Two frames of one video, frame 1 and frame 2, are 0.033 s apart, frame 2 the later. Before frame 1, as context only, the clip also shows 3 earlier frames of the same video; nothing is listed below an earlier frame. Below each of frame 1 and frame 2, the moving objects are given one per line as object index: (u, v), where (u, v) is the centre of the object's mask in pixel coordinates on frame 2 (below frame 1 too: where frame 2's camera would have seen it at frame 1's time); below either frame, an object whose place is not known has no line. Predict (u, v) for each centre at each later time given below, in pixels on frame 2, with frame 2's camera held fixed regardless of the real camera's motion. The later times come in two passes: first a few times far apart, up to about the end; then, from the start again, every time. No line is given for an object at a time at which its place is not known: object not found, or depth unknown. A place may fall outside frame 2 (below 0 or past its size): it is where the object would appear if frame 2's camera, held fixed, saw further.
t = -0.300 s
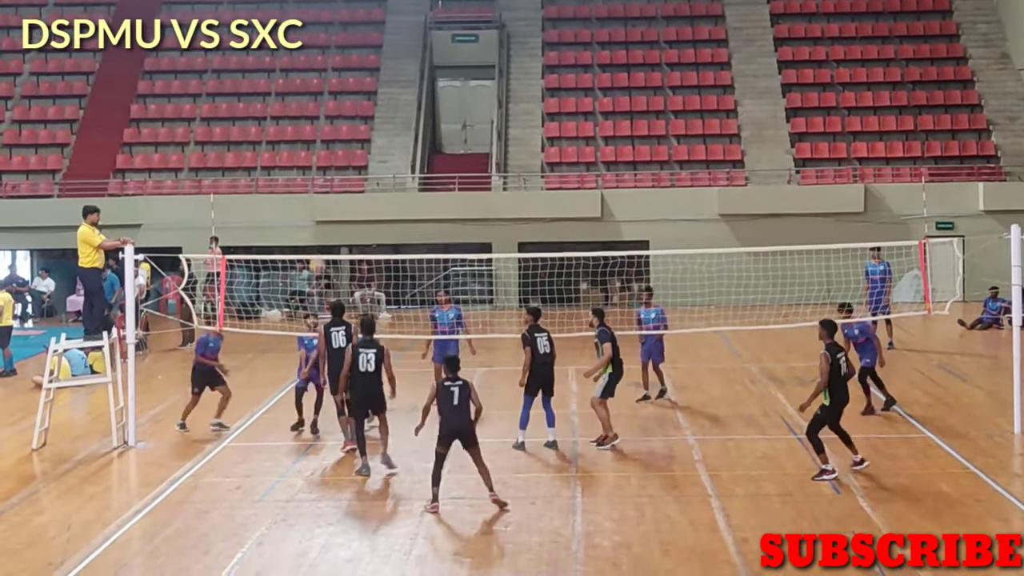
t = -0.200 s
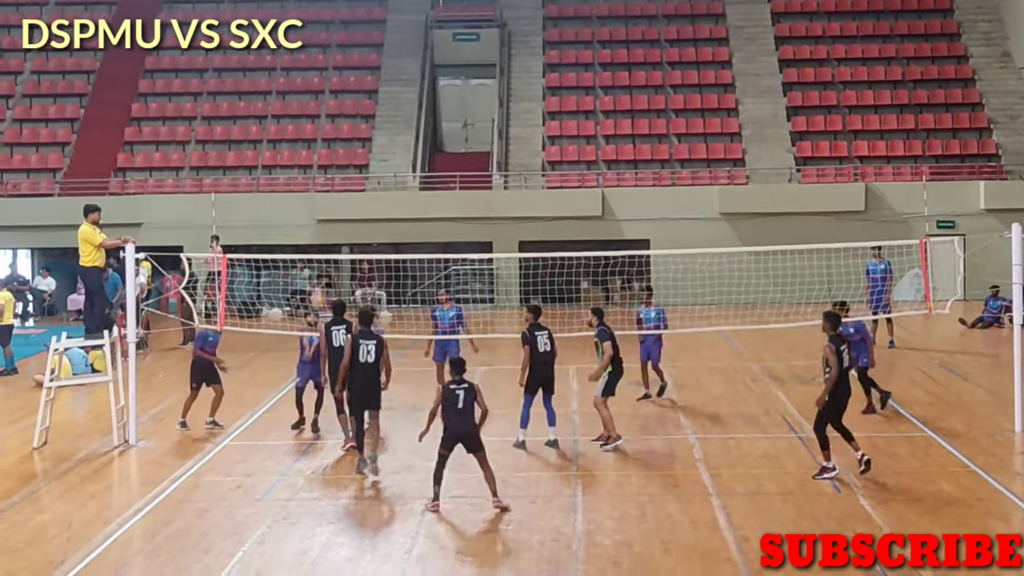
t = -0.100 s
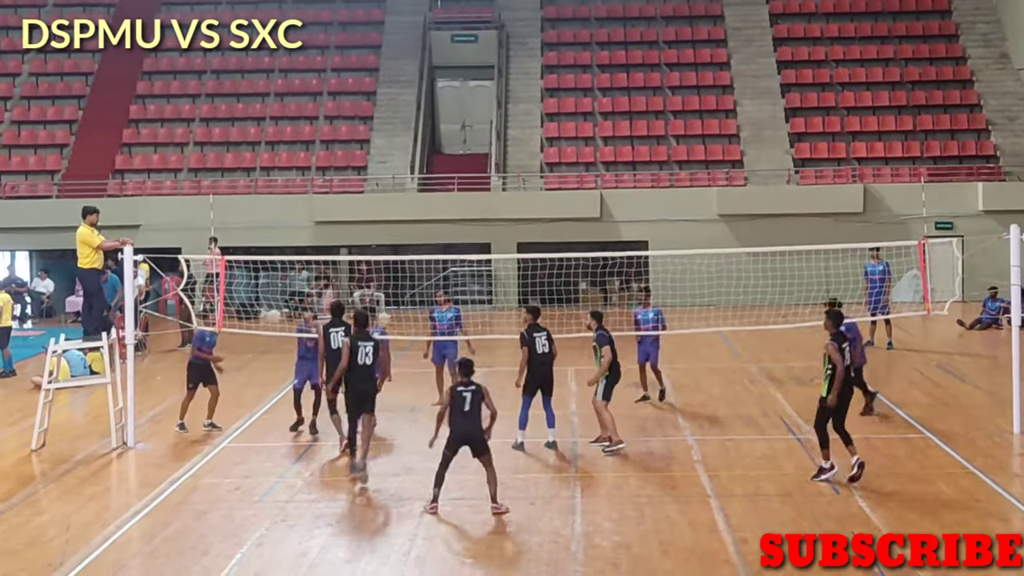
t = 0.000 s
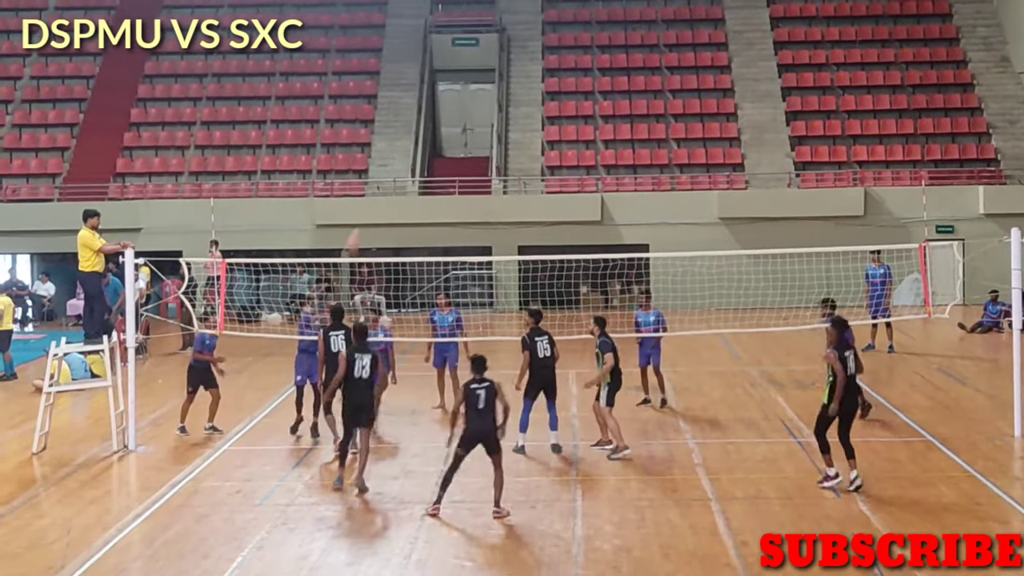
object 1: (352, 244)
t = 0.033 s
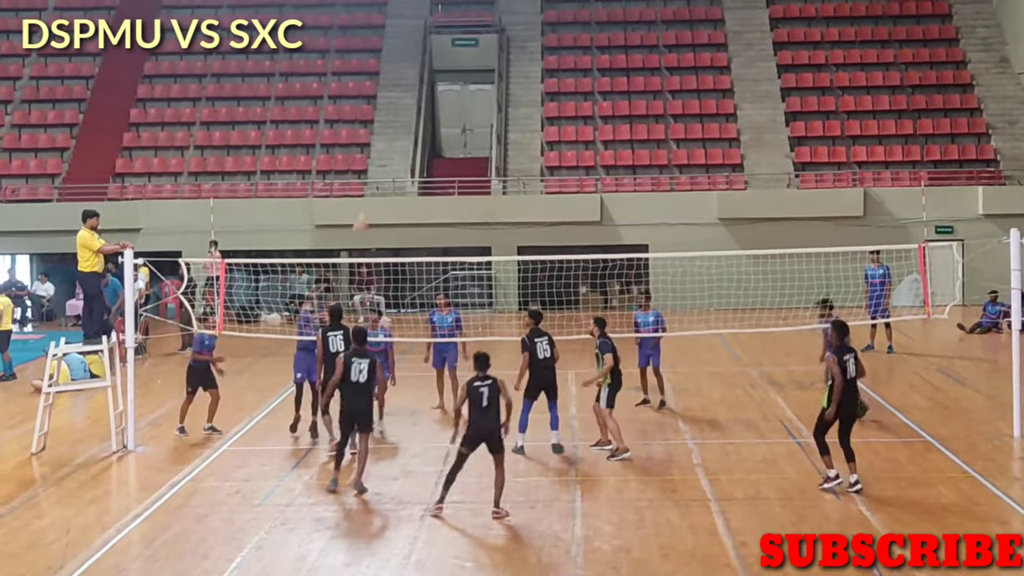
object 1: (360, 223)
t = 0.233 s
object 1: (408, 135)
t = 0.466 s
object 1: (460, 71)
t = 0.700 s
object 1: (510, 48)
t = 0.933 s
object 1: (559, 65)
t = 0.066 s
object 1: (369, 208)
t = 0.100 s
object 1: (377, 192)
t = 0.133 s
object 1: (384, 177)
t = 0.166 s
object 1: (393, 161)
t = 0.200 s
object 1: (401, 146)
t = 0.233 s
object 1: (408, 135)
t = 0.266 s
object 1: (416, 122)
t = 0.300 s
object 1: (424, 111)
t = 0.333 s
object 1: (431, 101)
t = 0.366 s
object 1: (438, 91)
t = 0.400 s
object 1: (445, 83)
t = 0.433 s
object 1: (453, 76)
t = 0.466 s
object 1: (460, 71)
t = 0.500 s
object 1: (467, 65)
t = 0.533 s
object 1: (474, 60)
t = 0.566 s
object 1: (482, 56)
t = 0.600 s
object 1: (489, 53)
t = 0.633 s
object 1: (496, 50)
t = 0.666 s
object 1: (503, 49)
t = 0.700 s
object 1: (510, 48)
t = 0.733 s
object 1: (517, 48)
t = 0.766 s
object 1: (524, 49)
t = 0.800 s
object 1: (531, 50)
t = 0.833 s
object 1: (538, 53)
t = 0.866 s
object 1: (546, 56)
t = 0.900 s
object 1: (552, 60)
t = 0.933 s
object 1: (559, 65)
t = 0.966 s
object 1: (566, 71)
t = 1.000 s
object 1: (572, 77)
